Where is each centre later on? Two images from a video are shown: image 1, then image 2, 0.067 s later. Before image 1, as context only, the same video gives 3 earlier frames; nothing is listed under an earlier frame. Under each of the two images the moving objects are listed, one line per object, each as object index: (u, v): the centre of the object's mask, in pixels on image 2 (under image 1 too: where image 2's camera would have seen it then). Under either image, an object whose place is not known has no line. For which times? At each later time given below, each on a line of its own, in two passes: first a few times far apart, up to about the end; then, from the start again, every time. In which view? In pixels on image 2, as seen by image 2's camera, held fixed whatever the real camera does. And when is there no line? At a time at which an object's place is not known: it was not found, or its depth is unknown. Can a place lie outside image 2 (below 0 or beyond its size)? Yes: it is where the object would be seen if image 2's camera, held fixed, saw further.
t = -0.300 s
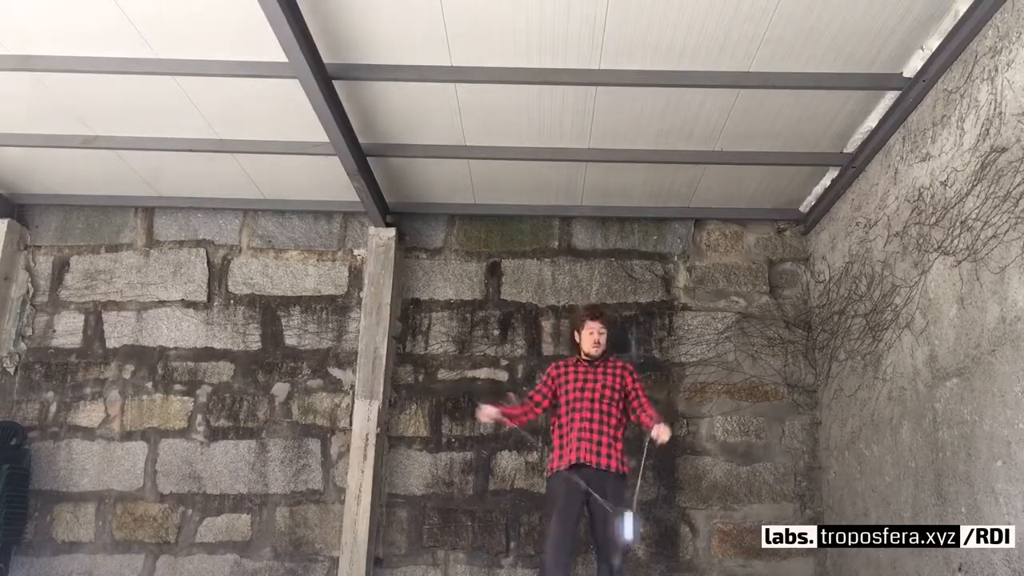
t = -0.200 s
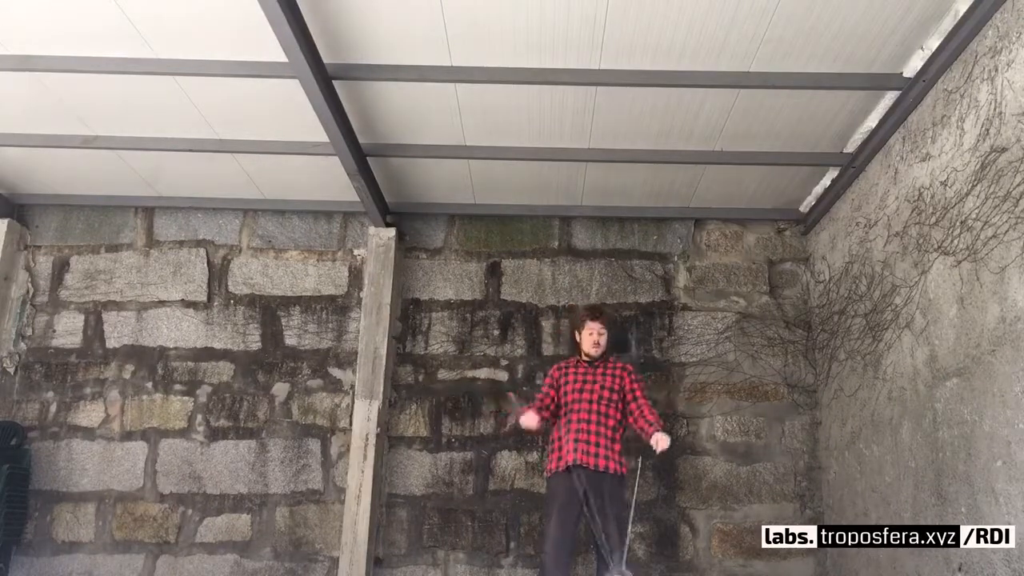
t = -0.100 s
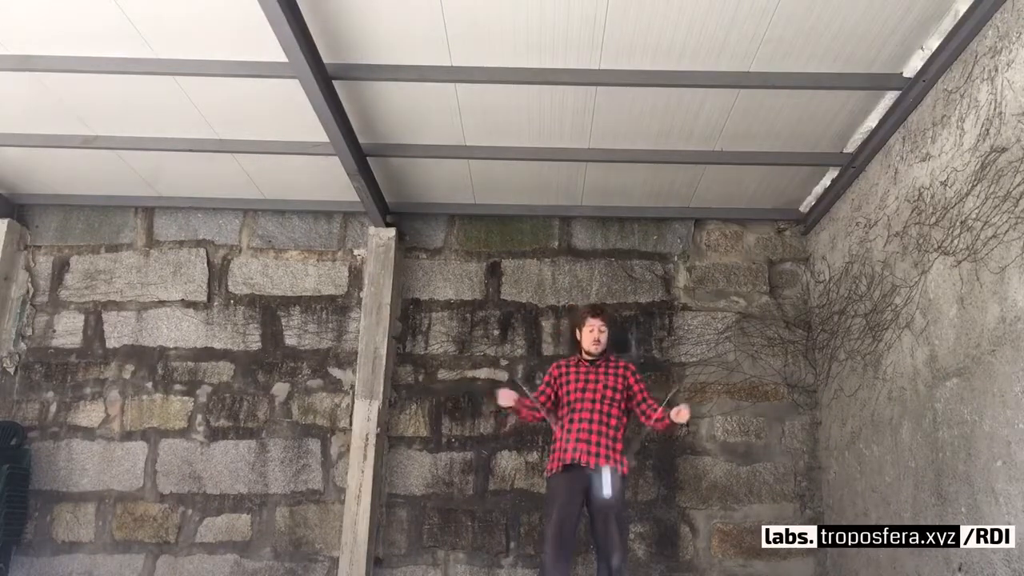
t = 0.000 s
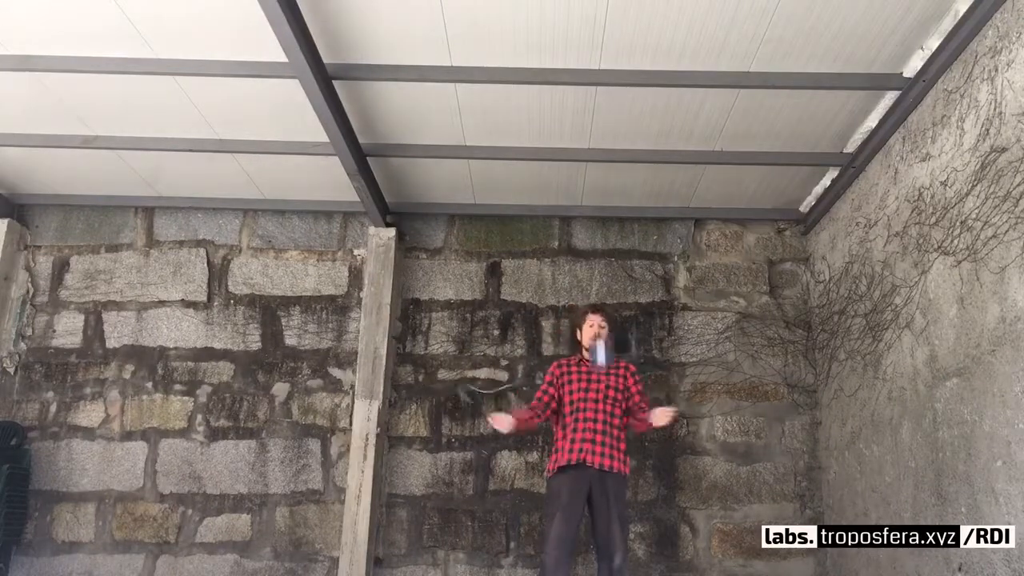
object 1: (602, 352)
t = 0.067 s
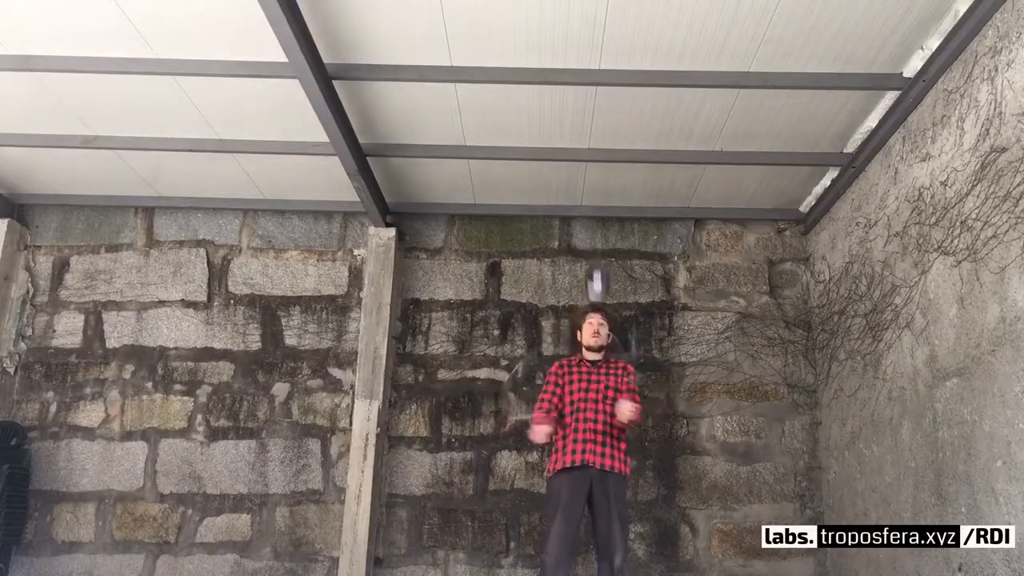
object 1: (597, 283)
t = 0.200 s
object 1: (590, 175)
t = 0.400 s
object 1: (580, 83)
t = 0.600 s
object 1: (570, 62)
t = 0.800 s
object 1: (559, 109)
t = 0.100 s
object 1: (595, 252)
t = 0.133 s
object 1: (592, 225)
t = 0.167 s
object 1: (592, 197)
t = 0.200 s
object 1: (590, 175)
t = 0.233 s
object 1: (589, 154)
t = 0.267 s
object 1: (587, 135)
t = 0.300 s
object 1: (585, 119)
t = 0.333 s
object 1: (584, 105)
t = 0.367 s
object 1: (582, 93)
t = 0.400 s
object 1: (580, 83)
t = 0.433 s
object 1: (579, 74)
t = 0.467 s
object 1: (577, 68)
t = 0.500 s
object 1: (576, 64)
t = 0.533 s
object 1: (574, 62)
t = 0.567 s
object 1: (572, 61)
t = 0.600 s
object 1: (570, 62)
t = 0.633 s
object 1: (569, 65)
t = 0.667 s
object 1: (567, 70)
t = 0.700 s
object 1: (565, 77)
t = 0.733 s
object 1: (563, 86)
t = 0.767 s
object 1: (561, 97)
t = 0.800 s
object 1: (559, 109)
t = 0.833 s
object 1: (557, 124)
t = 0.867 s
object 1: (555, 140)
